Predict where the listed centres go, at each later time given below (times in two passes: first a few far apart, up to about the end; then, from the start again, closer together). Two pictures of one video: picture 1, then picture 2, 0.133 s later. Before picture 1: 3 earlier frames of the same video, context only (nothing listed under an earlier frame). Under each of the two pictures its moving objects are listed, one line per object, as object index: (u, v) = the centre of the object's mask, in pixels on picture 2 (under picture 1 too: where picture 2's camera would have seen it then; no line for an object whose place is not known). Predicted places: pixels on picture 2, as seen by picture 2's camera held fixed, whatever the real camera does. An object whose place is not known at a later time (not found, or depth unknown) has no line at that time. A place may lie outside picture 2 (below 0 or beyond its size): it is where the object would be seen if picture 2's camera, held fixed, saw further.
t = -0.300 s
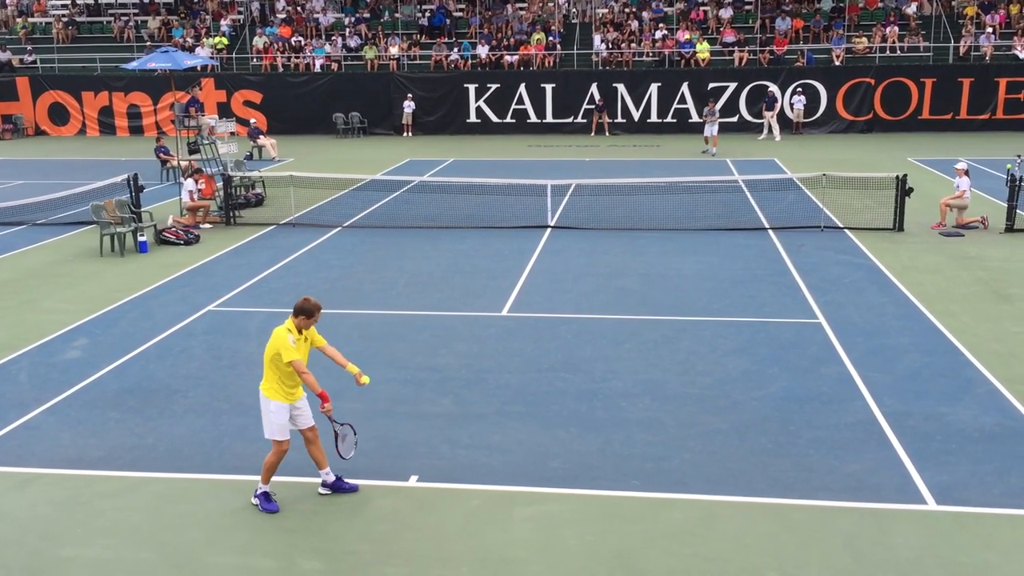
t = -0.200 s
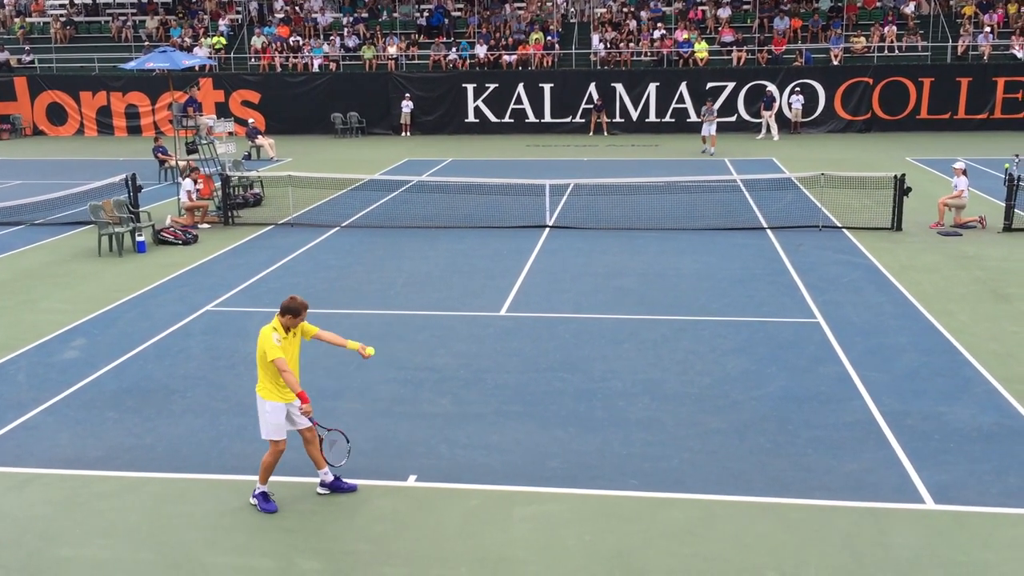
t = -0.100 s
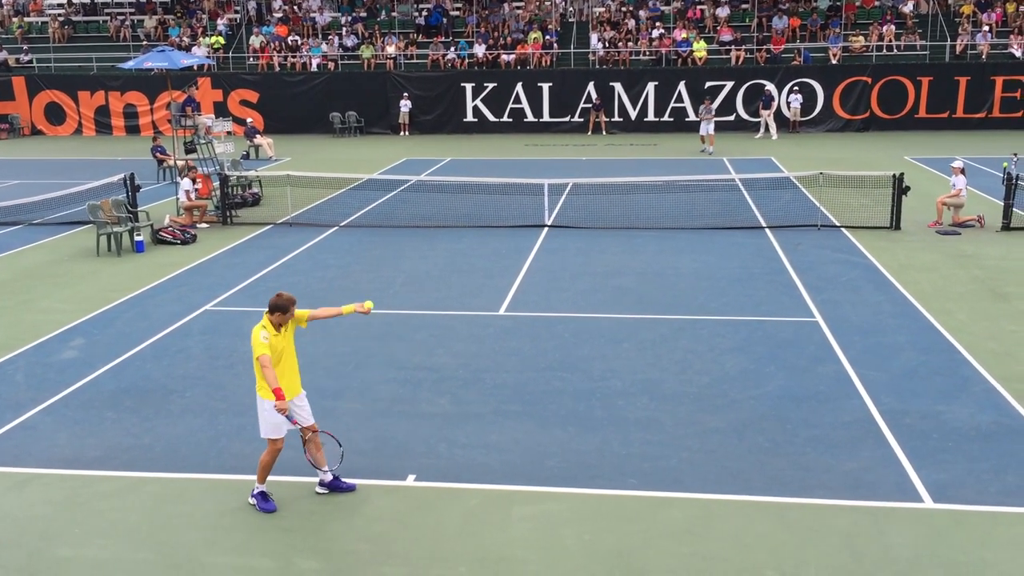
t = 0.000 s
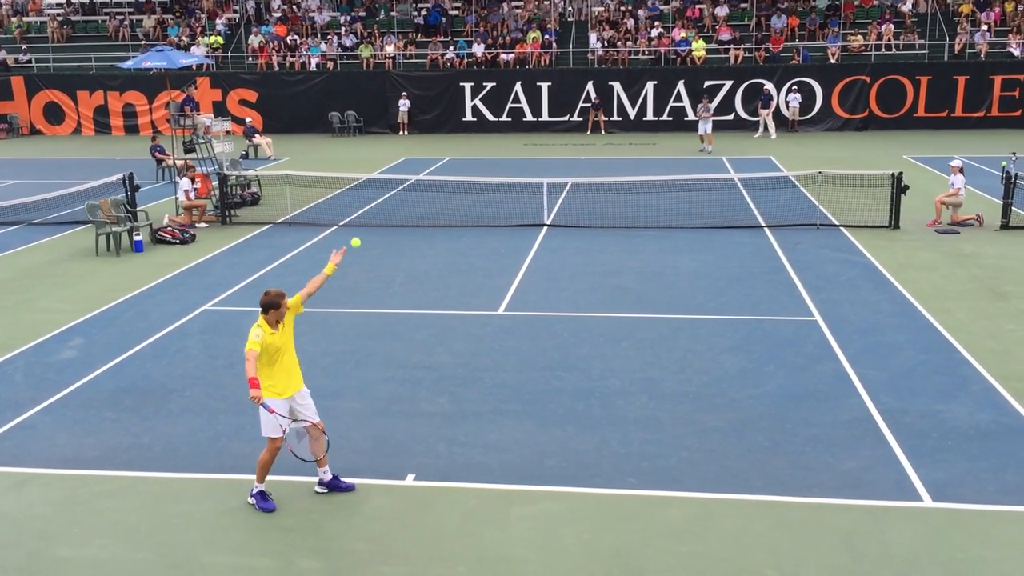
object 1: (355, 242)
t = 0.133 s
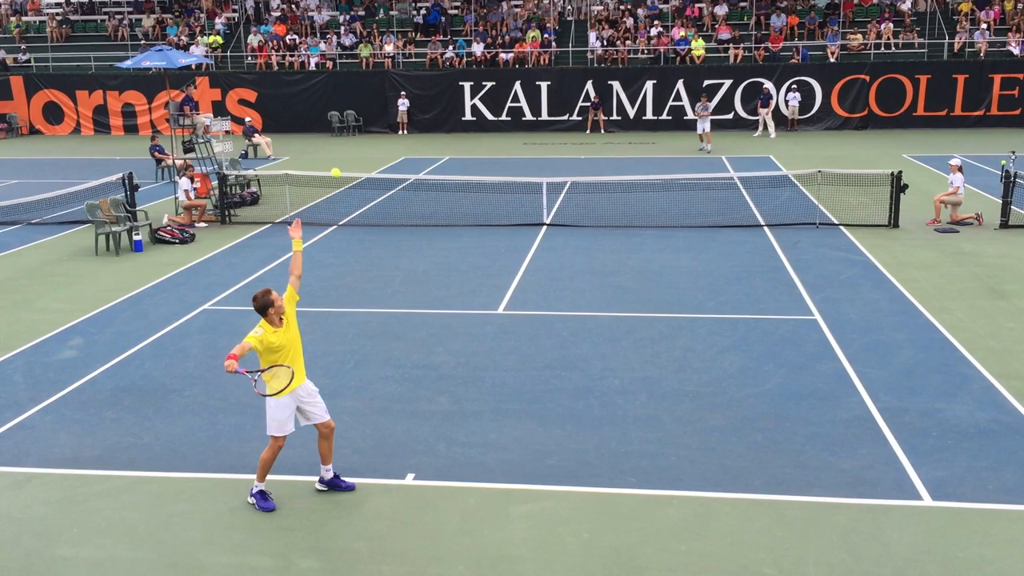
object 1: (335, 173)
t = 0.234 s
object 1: (321, 137)
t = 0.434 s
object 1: (297, 105)
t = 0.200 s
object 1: (326, 147)
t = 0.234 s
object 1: (321, 137)
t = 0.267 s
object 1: (317, 128)
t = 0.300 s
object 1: (313, 120)
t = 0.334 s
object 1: (309, 114)
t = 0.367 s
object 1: (305, 110)
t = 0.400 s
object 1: (301, 107)
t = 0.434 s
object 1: (297, 105)
